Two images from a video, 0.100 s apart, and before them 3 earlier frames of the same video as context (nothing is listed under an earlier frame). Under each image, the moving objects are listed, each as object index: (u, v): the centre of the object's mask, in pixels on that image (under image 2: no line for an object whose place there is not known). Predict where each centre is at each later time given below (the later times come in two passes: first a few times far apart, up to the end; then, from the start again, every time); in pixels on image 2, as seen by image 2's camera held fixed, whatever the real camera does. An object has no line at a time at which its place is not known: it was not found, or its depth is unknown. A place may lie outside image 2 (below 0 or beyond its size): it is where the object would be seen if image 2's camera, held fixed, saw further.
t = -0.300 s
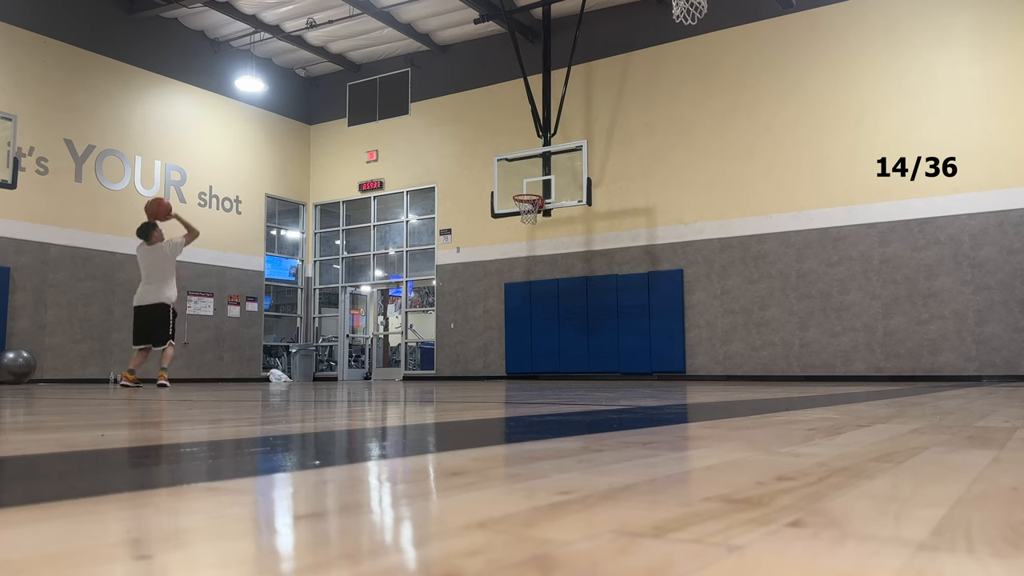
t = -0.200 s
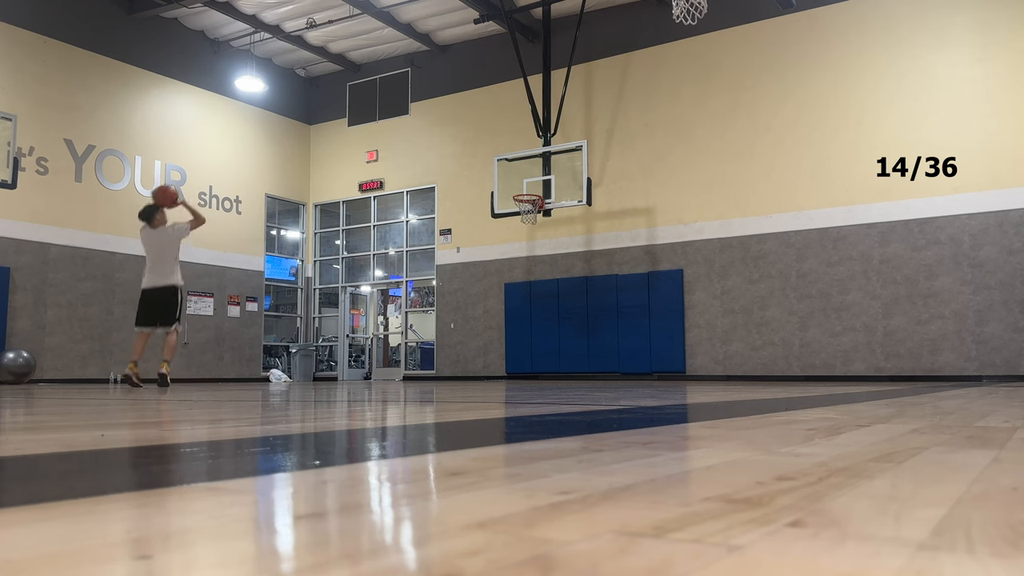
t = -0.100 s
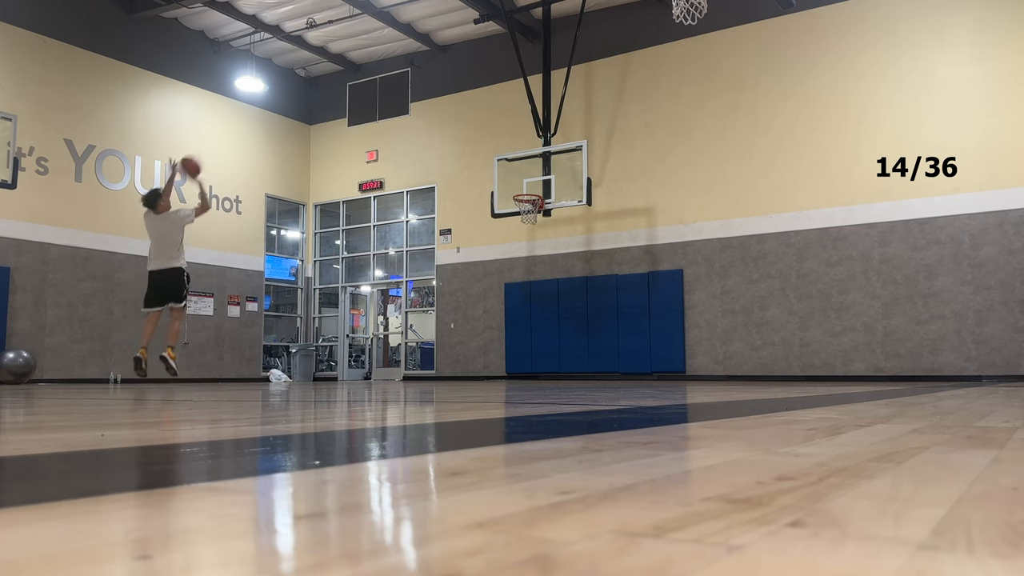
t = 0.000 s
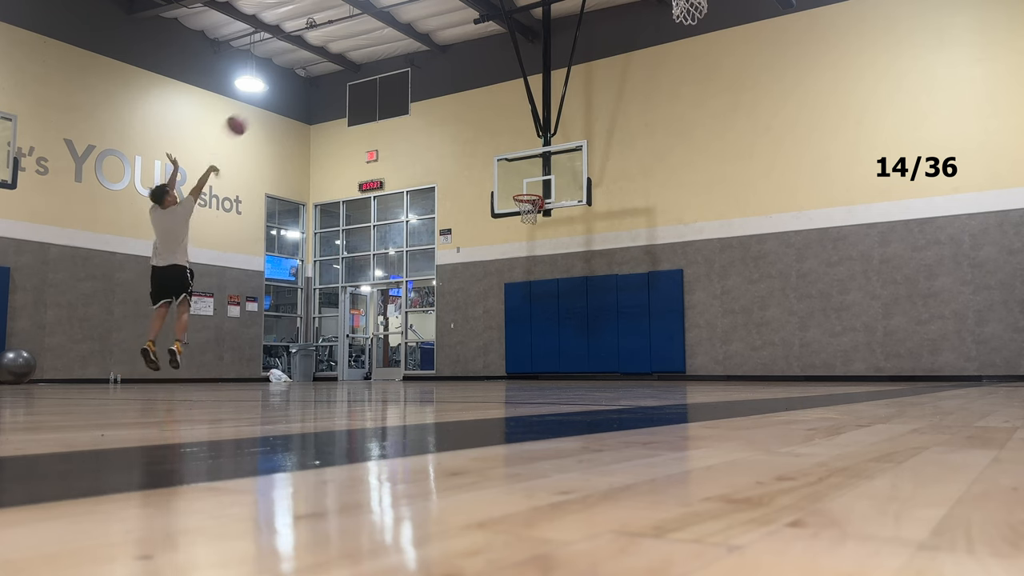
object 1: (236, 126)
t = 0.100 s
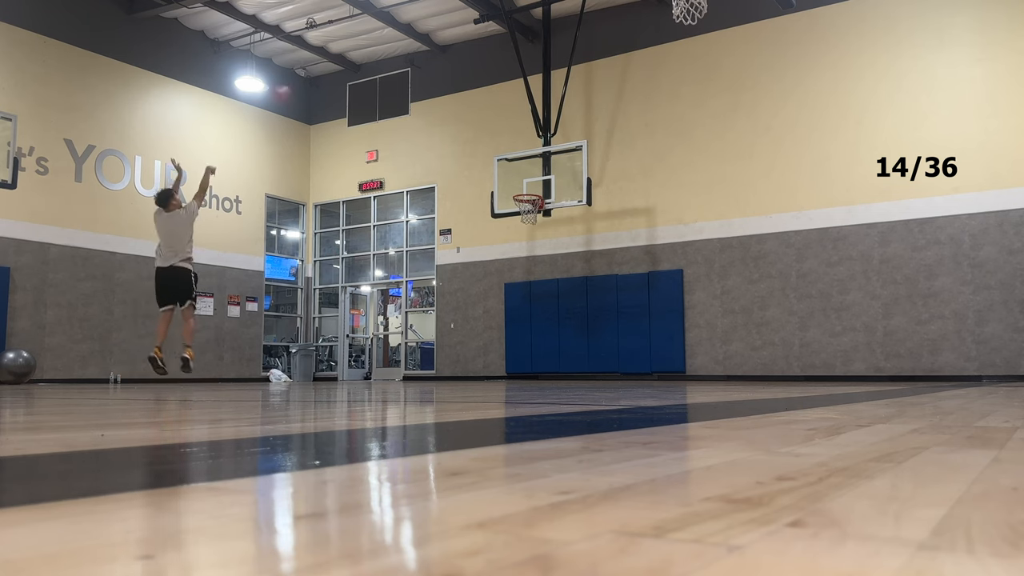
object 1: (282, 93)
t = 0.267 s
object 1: (341, 71)
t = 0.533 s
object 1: (418, 77)
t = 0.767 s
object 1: (473, 118)
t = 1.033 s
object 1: (524, 191)
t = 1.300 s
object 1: (522, 237)
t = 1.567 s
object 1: (511, 315)
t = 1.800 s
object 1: (500, 349)
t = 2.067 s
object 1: (487, 297)
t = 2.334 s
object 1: (474, 288)
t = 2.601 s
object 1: (460, 322)
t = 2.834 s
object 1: (448, 364)
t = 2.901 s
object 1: (445, 351)
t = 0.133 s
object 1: (294, 89)
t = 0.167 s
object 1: (307, 83)
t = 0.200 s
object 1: (318, 78)
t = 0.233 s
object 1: (330, 75)
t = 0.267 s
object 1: (341, 71)
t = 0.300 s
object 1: (352, 70)
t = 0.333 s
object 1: (362, 69)
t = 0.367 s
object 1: (372, 68)
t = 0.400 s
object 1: (381, 68)
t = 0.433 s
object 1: (391, 70)
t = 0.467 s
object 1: (400, 73)
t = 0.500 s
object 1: (409, 74)
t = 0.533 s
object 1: (418, 77)
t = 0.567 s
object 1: (426, 81)
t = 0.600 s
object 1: (434, 86)
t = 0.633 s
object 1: (443, 92)
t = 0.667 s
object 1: (451, 98)
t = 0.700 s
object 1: (459, 104)
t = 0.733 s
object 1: (466, 111)
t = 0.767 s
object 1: (473, 118)
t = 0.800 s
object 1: (480, 126)
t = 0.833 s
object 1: (487, 135)
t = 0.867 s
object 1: (493, 143)
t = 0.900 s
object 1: (500, 152)
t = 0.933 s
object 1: (506, 163)
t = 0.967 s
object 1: (512, 173)
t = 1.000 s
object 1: (518, 183)
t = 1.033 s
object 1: (524, 191)
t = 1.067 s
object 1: (529, 199)
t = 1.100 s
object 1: (530, 202)
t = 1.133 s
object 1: (534, 206)
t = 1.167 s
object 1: (529, 215)
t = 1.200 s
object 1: (527, 221)
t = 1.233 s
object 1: (525, 225)
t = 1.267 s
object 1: (524, 230)
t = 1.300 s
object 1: (522, 237)
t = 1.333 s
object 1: (521, 244)
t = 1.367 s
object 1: (519, 252)
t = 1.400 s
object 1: (518, 262)
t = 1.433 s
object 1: (517, 271)
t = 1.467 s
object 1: (516, 281)
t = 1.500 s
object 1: (514, 291)
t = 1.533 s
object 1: (512, 303)
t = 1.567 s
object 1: (511, 315)
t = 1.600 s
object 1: (510, 327)
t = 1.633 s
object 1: (509, 341)
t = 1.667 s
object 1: (507, 355)
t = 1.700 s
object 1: (505, 370)
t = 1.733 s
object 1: (504, 369)
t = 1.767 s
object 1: (502, 358)
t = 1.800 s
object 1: (500, 349)
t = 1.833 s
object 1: (499, 340)
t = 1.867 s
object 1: (497, 332)
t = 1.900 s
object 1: (496, 325)
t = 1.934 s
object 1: (494, 317)
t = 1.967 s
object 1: (492, 311)
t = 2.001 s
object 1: (491, 306)
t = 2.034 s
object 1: (489, 301)
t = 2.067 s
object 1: (487, 297)
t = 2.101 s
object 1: (485, 294)
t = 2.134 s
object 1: (484, 290)
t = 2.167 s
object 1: (482, 289)
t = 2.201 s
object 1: (480, 287)
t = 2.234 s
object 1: (479, 286)
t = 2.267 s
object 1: (477, 286)
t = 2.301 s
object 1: (475, 287)
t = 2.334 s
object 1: (474, 288)
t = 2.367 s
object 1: (472, 290)
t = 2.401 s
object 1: (470, 292)
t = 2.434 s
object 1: (469, 295)
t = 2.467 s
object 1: (467, 299)
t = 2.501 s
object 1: (465, 304)
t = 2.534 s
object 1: (463, 310)
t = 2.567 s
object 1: (461, 316)
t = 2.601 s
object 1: (460, 322)
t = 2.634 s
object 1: (458, 330)
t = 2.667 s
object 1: (456, 339)
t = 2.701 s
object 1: (455, 348)
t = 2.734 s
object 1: (453, 358)
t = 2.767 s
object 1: (451, 369)
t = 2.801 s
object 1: (450, 371)
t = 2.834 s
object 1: (448, 364)
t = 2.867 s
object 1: (447, 356)
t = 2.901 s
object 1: (445, 351)
